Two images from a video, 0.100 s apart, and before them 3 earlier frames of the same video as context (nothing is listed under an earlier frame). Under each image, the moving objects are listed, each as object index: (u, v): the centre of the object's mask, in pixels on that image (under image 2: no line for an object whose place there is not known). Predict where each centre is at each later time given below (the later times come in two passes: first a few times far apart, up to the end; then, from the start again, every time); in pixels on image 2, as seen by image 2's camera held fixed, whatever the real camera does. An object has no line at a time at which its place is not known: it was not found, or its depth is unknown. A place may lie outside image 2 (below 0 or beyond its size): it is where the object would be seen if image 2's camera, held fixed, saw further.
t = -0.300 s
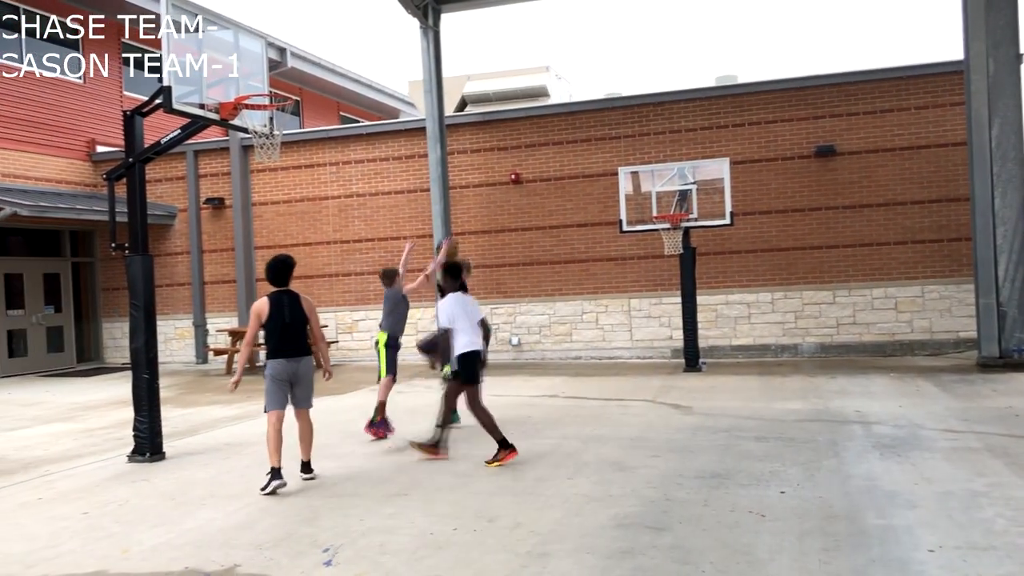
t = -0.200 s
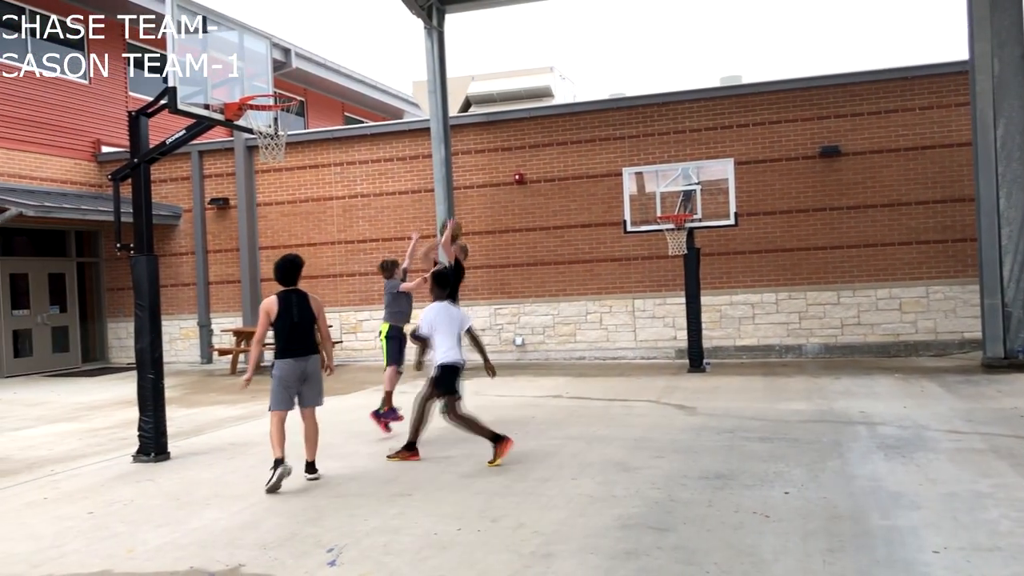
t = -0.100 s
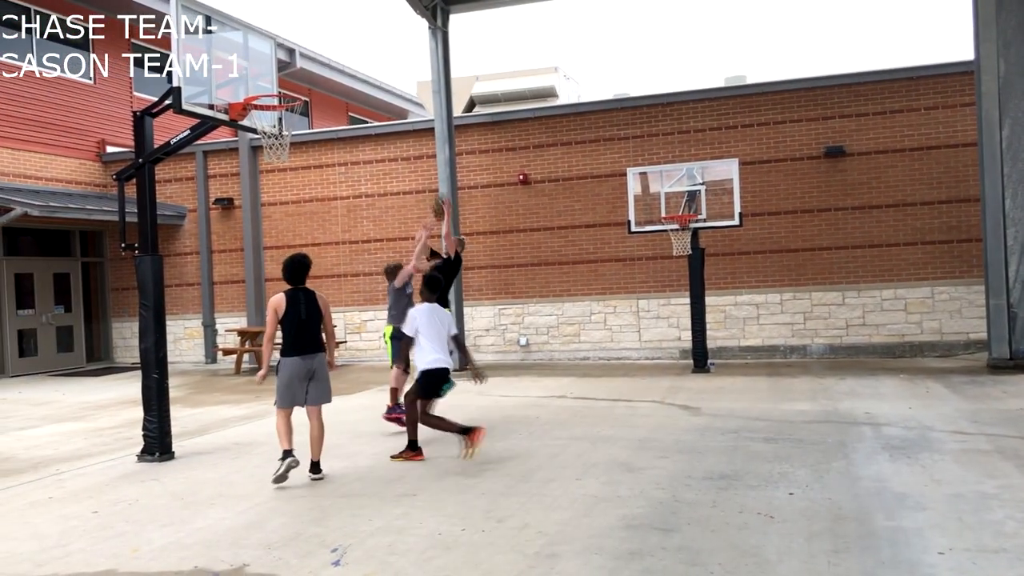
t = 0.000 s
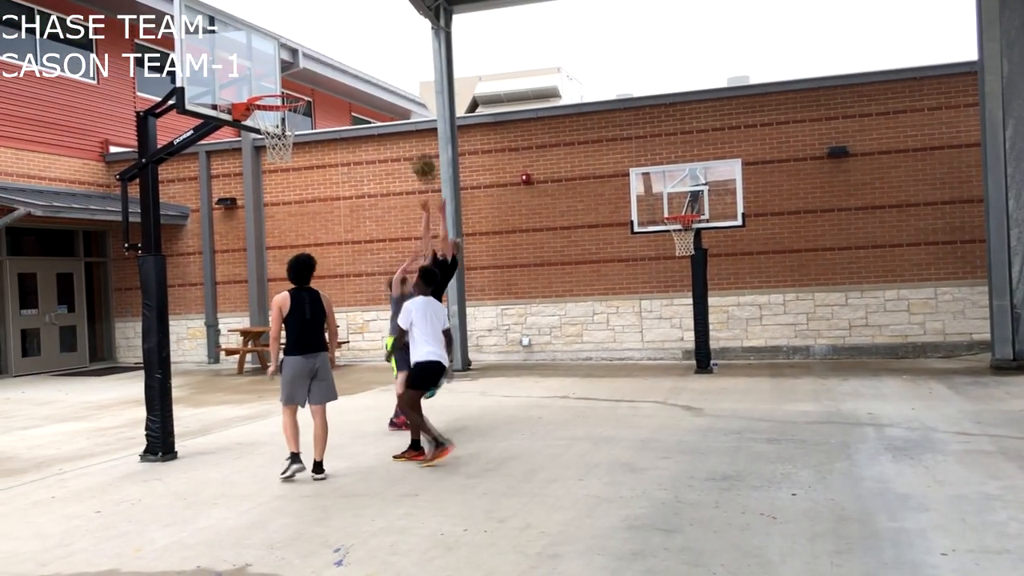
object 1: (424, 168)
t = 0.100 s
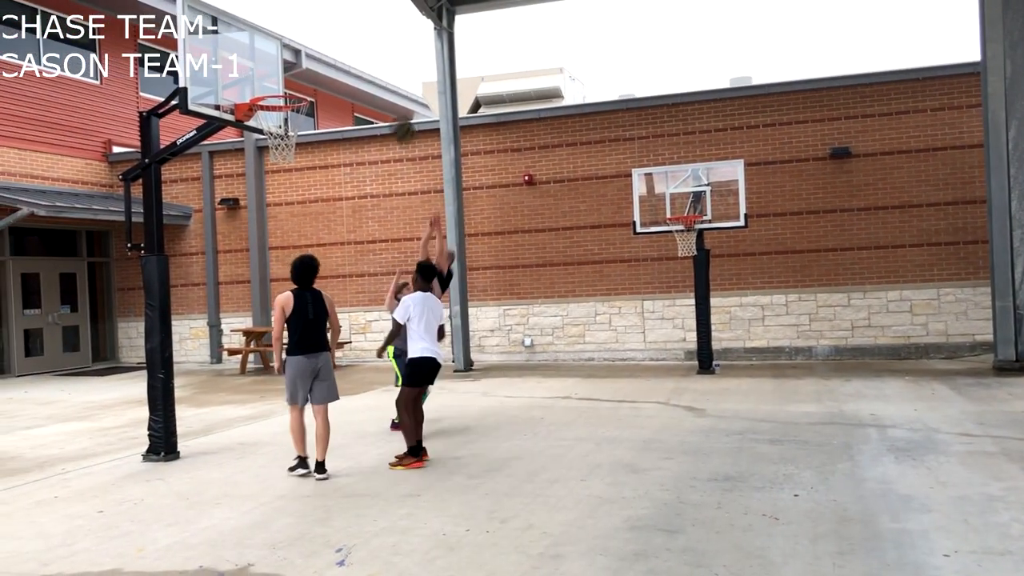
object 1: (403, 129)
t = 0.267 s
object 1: (358, 79)
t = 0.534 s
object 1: (282, 53)
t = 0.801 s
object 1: (285, 96)
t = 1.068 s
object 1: (293, 137)
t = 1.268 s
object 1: (286, 182)
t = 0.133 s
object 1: (393, 115)
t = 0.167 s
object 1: (384, 104)
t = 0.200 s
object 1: (374, 94)
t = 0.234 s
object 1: (368, 88)
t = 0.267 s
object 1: (358, 79)
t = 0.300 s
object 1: (348, 71)
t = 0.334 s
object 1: (339, 65)
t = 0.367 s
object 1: (328, 60)
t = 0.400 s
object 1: (321, 58)
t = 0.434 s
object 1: (313, 55)
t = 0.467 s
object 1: (301, 53)
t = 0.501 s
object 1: (289, 53)
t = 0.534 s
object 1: (282, 53)
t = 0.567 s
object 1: (273, 55)
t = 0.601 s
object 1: (273, 57)
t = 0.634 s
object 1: (275, 60)
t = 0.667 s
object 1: (277, 65)
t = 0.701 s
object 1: (279, 69)
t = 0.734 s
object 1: (280, 76)
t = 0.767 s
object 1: (283, 84)
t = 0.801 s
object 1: (285, 96)
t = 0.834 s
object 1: (288, 105)
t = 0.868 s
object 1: (291, 116)
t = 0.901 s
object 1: (294, 126)
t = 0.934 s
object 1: (295, 129)
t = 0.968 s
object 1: (296, 131)
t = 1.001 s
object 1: (295, 132)
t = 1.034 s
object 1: (294, 134)
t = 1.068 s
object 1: (293, 137)
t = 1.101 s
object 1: (291, 141)
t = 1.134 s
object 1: (291, 145)
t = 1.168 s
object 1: (290, 151)
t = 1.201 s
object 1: (289, 162)
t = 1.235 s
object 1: (287, 170)
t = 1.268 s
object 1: (286, 182)
